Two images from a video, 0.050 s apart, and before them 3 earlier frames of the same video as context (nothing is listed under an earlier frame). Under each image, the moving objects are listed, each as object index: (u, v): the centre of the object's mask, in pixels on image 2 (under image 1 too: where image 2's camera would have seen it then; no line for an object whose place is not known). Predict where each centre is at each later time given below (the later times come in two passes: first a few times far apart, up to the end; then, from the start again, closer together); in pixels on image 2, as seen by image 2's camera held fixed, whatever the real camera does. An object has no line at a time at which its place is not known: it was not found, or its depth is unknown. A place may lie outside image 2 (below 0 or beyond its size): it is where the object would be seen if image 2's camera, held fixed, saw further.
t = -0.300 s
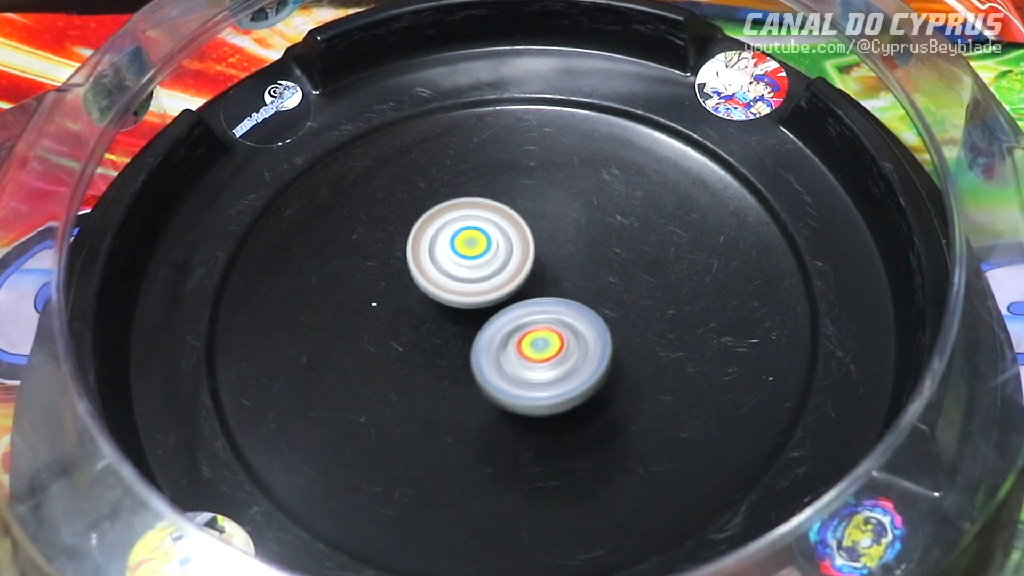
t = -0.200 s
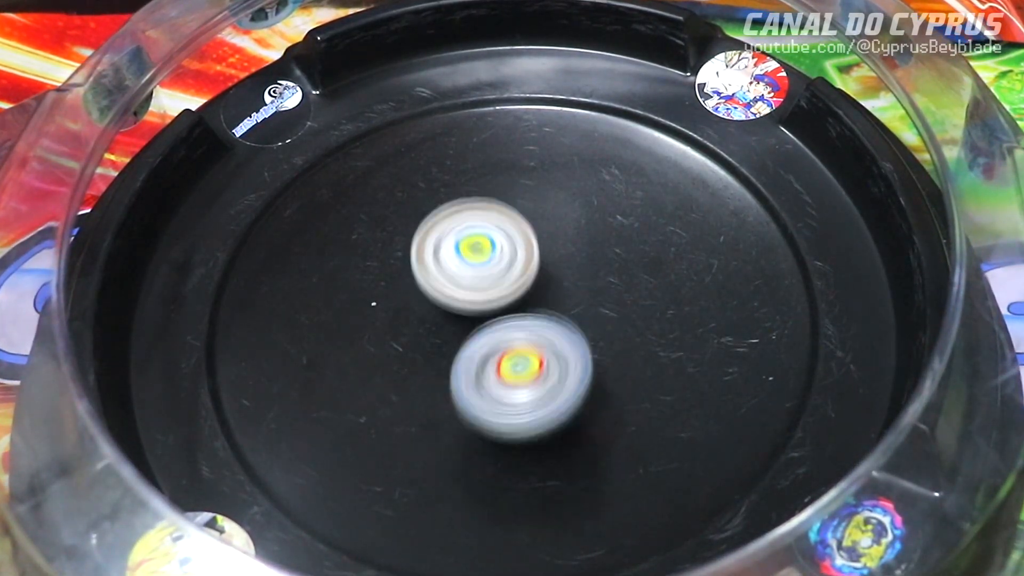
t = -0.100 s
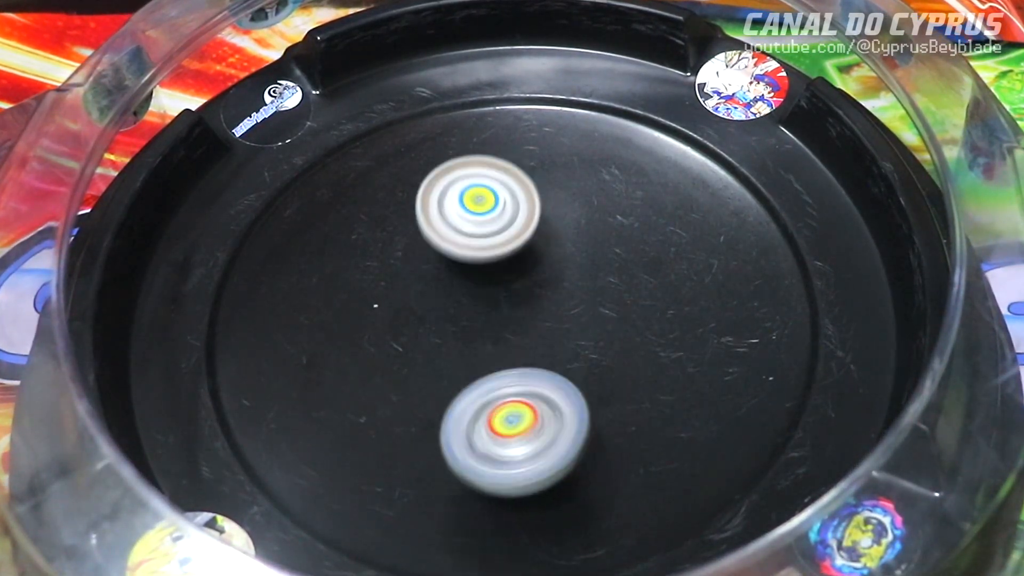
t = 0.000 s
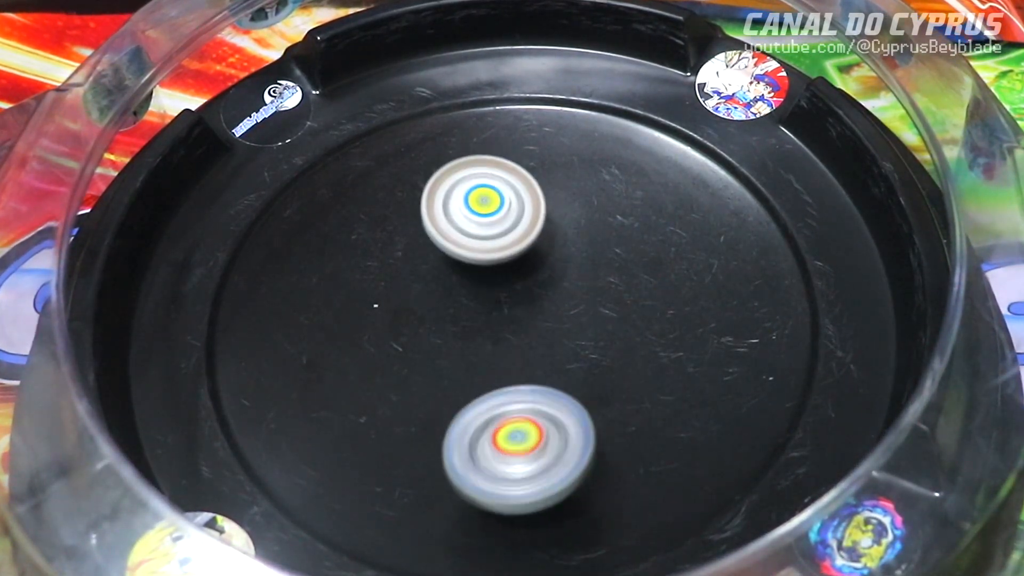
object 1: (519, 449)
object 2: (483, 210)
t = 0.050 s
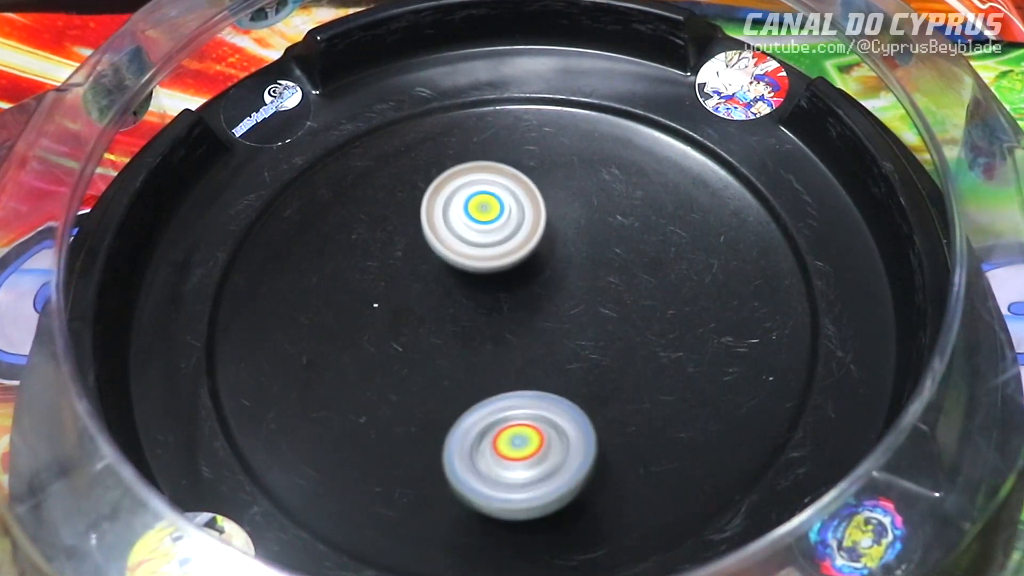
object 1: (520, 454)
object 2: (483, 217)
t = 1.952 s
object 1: (407, 262)
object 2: (568, 309)
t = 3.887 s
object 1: (568, 250)
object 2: (486, 346)
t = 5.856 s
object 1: (575, 290)
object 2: (429, 312)
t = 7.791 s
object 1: (555, 315)
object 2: (416, 309)
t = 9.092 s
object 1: (583, 309)
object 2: (437, 296)
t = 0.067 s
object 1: (521, 456)
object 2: (483, 219)
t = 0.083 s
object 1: (521, 457)
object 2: (483, 221)
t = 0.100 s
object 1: (522, 457)
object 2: (483, 224)
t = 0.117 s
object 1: (522, 457)
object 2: (483, 226)
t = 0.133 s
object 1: (523, 456)
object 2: (483, 229)
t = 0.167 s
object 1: (524, 453)
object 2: (484, 234)
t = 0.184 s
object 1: (524, 452)
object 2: (484, 237)
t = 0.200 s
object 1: (525, 449)
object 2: (484, 239)
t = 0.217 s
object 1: (525, 446)
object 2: (484, 242)
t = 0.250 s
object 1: (524, 440)
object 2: (485, 247)
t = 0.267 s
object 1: (523, 436)
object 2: (485, 249)
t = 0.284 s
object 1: (522, 432)
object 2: (485, 251)
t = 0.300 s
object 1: (520, 429)
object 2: (485, 254)
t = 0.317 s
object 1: (519, 425)
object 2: (485, 256)
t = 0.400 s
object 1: (509, 401)
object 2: (485, 262)
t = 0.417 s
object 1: (507, 397)
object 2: (485, 263)
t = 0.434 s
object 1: (505, 392)
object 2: (485, 263)
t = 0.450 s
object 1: (503, 388)
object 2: (485, 263)
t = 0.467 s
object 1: (500, 383)
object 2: (486, 263)
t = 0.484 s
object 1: (497, 378)
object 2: (486, 263)
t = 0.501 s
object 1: (494, 374)
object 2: (487, 263)
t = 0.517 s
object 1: (491, 371)
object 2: (488, 261)
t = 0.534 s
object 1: (488, 369)
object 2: (489, 259)
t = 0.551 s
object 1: (483, 371)
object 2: (493, 254)
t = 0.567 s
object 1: (476, 377)
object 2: (499, 242)
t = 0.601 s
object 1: (464, 385)
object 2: (510, 222)
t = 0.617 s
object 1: (460, 386)
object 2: (514, 215)
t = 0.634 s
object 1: (457, 386)
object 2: (518, 209)
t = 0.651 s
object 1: (454, 385)
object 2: (521, 206)
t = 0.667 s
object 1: (451, 383)
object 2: (524, 204)
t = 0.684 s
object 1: (448, 382)
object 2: (526, 203)
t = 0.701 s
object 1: (446, 380)
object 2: (527, 203)
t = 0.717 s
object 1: (444, 378)
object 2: (528, 204)
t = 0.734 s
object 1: (442, 376)
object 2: (528, 205)
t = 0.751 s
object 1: (440, 373)
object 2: (528, 207)
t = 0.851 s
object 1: (429, 357)
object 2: (525, 221)
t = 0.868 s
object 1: (427, 354)
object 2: (525, 223)
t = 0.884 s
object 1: (426, 352)
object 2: (524, 225)
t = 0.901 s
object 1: (425, 348)
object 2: (524, 226)
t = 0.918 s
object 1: (423, 345)
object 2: (524, 228)
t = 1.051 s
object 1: (417, 321)
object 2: (526, 245)
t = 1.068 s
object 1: (418, 317)
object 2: (526, 247)
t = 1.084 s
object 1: (415, 314)
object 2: (527, 249)
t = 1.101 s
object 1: (407, 313)
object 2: (534, 247)
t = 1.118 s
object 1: (399, 312)
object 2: (542, 245)
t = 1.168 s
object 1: (385, 308)
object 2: (561, 244)
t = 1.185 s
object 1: (383, 308)
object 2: (565, 245)
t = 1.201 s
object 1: (381, 306)
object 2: (567, 246)
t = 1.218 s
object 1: (378, 305)
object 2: (567, 247)
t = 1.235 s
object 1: (376, 304)
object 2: (568, 249)
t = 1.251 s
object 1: (375, 303)
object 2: (567, 251)
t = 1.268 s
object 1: (374, 302)
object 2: (567, 253)
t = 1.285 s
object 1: (373, 300)
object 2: (566, 254)
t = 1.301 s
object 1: (372, 299)
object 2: (565, 255)
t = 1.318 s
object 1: (371, 298)
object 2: (563, 257)
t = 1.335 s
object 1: (371, 297)
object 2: (562, 258)
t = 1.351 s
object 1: (371, 295)
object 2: (560, 260)
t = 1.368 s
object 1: (371, 294)
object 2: (558, 261)
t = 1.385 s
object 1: (371, 293)
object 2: (557, 262)
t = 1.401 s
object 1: (372, 292)
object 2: (555, 263)
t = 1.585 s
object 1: (391, 283)
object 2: (537, 275)
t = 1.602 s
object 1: (394, 282)
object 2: (536, 276)
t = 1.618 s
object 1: (397, 282)
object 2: (534, 276)
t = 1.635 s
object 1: (399, 281)
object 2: (535, 277)
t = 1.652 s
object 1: (399, 280)
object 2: (539, 278)
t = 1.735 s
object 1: (409, 274)
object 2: (543, 285)
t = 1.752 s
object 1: (410, 273)
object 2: (545, 287)
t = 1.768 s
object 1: (406, 271)
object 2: (552, 290)
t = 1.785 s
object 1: (404, 269)
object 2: (559, 293)
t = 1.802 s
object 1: (402, 267)
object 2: (565, 296)
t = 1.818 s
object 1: (401, 266)
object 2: (569, 299)
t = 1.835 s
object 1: (401, 265)
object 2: (571, 301)
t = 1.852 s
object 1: (402, 265)
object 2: (572, 304)
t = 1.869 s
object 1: (402, 264)
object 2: (572, 305)
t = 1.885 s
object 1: (402, 264)
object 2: (572, 307)
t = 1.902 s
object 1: (403, 264)
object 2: (571, 308)
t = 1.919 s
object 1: (405, 264)
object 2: (570, 309)
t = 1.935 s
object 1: (406, 263)
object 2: (569, 309)
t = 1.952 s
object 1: (407, 262)
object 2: (568, 309)
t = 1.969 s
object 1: (409, 262)
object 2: (566, 310)
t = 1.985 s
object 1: (411, 262)
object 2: (564, 310)
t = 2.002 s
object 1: (413, 261)
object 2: (562, 310)
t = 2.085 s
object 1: (425, 260)
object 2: (553, 309)
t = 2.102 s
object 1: (429, 260)
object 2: (551, 308)
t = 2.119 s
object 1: (431, 259)
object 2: (551, 310)
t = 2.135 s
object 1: (429, 256)
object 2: (556, 312)
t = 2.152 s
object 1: (429, 253)
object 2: (560, 315)
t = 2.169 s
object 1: (429, 252)
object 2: (563, 318)
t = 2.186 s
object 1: (429, 252)
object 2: (564, 319)
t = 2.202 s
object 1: (431, 251)
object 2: (565, 321)
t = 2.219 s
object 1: (432, 250)
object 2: (565, 322)
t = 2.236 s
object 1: (433, 250)
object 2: (565, 322)
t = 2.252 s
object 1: (436, 250)
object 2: (563, 322)
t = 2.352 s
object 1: (448, 248)
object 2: (553, 321)
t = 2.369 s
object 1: (451, 248)
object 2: (551, 320)
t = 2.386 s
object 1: (453, 244)
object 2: (551, 323)
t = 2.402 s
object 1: (453, 235)
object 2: (553, 333)
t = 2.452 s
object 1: (454, 218)
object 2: (558, 353)
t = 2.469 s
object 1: (454, 217)
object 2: (558, 356)
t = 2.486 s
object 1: (455, 214)
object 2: (557, 359)
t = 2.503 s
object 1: (455, 212)
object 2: (556, 360)
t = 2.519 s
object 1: (456, 212)
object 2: (554, 361)
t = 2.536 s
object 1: (457, 210)
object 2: (553, 361)
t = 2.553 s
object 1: (458, 209)
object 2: (551, 360)
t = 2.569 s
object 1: (459, 208)
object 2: (549, 359)
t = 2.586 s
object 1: (461, 208)
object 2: (548, 358)
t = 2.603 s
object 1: (462, 207)
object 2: (546, 356)
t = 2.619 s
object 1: (463, 207)
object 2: (545, 355)
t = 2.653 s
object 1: (466, 206)
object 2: (542, 351)
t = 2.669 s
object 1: (467, 206)
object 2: (541, 350)
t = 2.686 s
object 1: (468, 207)
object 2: (540, 349)
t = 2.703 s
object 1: (470, 207)
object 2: (539, 347)
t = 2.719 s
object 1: (471, 207)
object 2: (538, 345)
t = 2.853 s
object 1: (488, 217)
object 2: (534, 333)
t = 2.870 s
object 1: (490, 219)
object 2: (534, 331)
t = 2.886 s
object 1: (492, 221)
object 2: (534, 330)
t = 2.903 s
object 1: (495, 223)
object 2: (534, 328)
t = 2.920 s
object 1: (497, 224)
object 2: (534, 328)
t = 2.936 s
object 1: (501, 223)
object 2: (534, 330)
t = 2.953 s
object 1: (502, 221)
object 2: (535, 334)
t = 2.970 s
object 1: (505, 222)
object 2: (536, 336)
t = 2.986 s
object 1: (508, 222)
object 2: (536, 336)
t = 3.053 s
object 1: (516, 225)
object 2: (531, 337)
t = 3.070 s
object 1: (518, 227)
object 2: (530, 336)
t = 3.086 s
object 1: (521, 227)
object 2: (528, 336)
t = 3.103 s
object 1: (523, 225)
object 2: (527, 339)
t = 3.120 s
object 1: (526, 225)
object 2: (526, 341)
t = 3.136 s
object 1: (528, 224)
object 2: (524, 342)
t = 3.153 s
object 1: (529, 226)
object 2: (523, 343)
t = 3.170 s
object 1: (531, 226)
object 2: (522, 343)
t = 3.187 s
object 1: (532, 226)
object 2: (521, 343)
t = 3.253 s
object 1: (539, 229)
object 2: (517, 341)
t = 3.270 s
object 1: (541, 230)
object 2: (516, 340)
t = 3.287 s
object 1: (542, 231)
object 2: (515, 339)
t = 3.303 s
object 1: (545, 229)
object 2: (511, 345)
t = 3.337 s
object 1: (555, 223)
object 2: (499, 356)
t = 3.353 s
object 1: (556, 222)
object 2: (494, 361)
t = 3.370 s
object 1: (559, 221)
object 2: (488, 364)
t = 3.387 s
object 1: (559, 220)
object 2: (485, 365)
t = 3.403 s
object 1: (560, 221)
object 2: (481, 367)
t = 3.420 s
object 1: (562, 220)
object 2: (480, 367)
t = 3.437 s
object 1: (562, 220)
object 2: (480, 366)
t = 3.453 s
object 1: (563, 221)
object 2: (480, 364)
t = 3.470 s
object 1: (564, 221)
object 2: (479, 363)
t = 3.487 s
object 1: (564, 222)
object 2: (480, 363)
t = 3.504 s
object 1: (565, 223)
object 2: (481, 361)
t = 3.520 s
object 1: (565, 223)
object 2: (483, 359)
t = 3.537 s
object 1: (564, 224)
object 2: (483, 357)
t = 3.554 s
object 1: (565, 225)
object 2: (484, 357)
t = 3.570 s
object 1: (565, 226)
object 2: (486, 356)
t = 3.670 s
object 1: (563, 236)
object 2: (494, 346)
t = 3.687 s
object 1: (562, 239)
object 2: (494, 345)
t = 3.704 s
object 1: (562, 241)
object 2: (497, 344)
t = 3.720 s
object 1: (562, 243)
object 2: (496, 343)
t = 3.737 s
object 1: (565, 242)
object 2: (493, 346)
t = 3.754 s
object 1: (568, 242)
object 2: (490, 348)
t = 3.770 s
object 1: (570, 243)
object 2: (487, 350)
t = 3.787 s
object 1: (570, 244)
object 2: (485, 350)
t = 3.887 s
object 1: (568, 250)
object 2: (486, 346)
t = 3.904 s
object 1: (568, 251)
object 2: (487, 345)
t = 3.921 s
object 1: (567, 252)
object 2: (487, 344)
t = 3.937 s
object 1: (569, 251)
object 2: (485, 345)
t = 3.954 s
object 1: (572, 250)
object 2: (479, 349)
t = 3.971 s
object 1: (574, 249)
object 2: (473, 352)
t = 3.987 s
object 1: (574, 250)
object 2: (469, 354)
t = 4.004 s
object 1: (574, 251)
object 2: (465, 354)
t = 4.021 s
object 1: (573, 251)
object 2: (461, 355)
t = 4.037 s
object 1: (573, 253)
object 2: (459, 354)
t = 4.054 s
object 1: (573, 253)
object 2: (457, 353)
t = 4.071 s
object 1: (572, 253)
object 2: (455, 351)
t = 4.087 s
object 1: (571, 255)
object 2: (455, 350)
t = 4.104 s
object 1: (570, 255)
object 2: (455, 347)
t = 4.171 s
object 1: (565, 260)
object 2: (460, 337)
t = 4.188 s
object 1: (565, 261)
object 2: (460, 334)
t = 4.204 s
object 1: (569, 259)
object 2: (455, 336)
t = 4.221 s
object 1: (575, 257)
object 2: (449, 337)
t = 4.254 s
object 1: (579, 255)
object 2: (442, 338)
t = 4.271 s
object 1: (579, 255)
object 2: (439, 338)
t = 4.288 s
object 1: (578, 255)
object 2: (438, 338)
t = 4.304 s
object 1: (579, 254)
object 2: (438, 337)
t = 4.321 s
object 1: (579, 254)
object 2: (438, 336)
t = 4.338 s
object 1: (579, 255)
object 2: (438, 335)
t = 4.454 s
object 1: (576, 256)
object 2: (448, 327)
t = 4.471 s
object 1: (576, 256)
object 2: (450, 326)
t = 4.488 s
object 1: (574, 257)
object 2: (451, 326)
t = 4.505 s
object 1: (573, 257)
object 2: (452, 325)
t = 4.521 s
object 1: (572, 258)
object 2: (453, 324)
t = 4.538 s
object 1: (569, 259)
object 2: (455, 323)
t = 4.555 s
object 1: (570, 259)
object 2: (453, 323)
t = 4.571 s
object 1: (576, 256)
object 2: (445, 325)
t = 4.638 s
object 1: (581, 254)
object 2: (427, 327)
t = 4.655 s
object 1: (581, 253)
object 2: (425, 326)
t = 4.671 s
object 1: (582, 254)
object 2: (424, 325)
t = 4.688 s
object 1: (582, 254)
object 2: (425, 325)
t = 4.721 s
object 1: (580, 254)
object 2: (426, 322)
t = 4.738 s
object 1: (580, 253)
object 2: (428, 321)
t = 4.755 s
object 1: (580, 254)
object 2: (431, 320)
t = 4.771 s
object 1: (579, 255)
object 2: (432, 319)
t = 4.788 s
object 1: (578, 256)
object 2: (434, 319)
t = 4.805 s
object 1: (577, 256)
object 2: (438, 318)
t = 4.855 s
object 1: (574, 258)
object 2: (446, 316)
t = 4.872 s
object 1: (571, 259)
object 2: (449, 315)
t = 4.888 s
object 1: (571, 260)
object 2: (449, 314)
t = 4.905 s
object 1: (581, 259)
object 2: (439, 314)
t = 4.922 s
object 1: (595, 259)
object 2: (425, 314)
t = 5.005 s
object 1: (621, 259)
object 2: (385, 306)
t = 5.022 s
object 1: (621, 259)
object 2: (383, 305)
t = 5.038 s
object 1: (624, 258)
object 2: (384, 304)
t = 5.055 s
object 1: (624, 258)
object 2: (385, 303)
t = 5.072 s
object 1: (625, 259)
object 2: (385, 303)
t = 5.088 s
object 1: (625, 258)
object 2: (388, 303)
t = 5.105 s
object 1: (625, 259)
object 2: (391, 302)
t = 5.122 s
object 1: (626, 259)
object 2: (393, 303)
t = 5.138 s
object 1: (625, 260)
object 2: (397, 303)
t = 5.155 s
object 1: (625, 259)
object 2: (399, 303)
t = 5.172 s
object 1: (624, 260)
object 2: (403, 304)
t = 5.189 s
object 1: (625, 261)
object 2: (407, 303)
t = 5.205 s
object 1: (623, 262)
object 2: (410, 304)
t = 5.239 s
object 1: (620, 264)
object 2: (417, 304)
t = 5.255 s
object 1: (619, 266)
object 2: (420, 305)
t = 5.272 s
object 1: (615, 267)
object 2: (425, 306)
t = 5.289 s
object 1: (614, 268)
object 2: (427, 306)
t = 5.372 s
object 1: (599, 276)
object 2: (447, 306)
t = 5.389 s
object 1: (595, 278)
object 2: (452, 307)
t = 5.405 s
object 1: (592, 279)
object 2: (458, 306)
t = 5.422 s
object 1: (597, 280)
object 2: (453, 304)
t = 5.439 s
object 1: (608, 280)
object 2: (443, 304)
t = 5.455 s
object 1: (616, 280)
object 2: (433, 304)
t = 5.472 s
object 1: (622, 281)
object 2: (423, 303)
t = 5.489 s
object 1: (622, 282)
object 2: (417, 302)
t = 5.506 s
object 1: (622, 283)
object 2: (412, 300)
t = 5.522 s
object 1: (620, 282)
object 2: (408, 300)
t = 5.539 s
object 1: (621, 282)
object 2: (407, 298)
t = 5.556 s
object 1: (621, 281)
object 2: (406, 298)
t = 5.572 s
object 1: (621, 283)
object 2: (407, 298)
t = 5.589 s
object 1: (619, 283)
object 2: (408, 298)
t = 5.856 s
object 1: (575, 290)
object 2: (429, 312)
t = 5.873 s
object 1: (571, 291)
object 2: (430, 312)
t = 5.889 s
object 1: (568, 291)
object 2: (431, 313)
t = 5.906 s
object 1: (568, 291)
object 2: (427, 313)
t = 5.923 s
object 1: (571, 291)
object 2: (420, 315)
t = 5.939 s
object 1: (572, 291)
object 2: (416, 313)
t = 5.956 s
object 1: (573, 291)
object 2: (411, 312)
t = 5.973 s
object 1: (572, 291)
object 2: (409, 312)
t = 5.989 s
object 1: (571, 291)
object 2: (408, 310)
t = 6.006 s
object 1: (568, 291)
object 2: (408, 310)
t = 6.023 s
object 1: (567, 291)
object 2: (410, 310)
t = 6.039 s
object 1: (564, 290)
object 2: (410, 310)
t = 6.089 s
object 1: (556, 288)
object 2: (417, 310)
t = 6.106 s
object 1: (554, 288)
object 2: (419, 310)
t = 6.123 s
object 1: (553, 287)
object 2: (419, 310)
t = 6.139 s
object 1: (556, 287)
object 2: (415, 310)
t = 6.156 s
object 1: (560, 285)
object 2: (408, 310)
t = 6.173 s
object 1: (563, 285)
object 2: (407, 309)
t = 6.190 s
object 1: (562, 284)
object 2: (403, 309)
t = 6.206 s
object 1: (563, 284)
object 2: (403, 309)
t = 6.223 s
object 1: (561, 283)
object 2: (403, 308)
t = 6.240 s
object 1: (562, 282)
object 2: (404, 308)
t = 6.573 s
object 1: (553, 270)
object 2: (421, 311)
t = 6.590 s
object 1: (552, 270)
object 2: (422, 311)
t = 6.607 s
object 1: (551, 268)
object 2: (423, 311)
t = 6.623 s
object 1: (552, 268)
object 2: (424, 311)
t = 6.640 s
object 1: (553, 268)
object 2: (425, 311)
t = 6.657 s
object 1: (553, 269)
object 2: (425, 311)
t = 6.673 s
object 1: (553, 270)
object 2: (423, 311)
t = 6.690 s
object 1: (553, 270)
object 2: (423, 310)
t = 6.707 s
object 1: (554, 269)
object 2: (422, 309)
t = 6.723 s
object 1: (559, 269)
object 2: (416, 311)
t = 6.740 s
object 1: (563, 268)
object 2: (411, 309)
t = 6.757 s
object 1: (564, 268)
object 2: (408, 310)
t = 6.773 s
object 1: (566, 267)
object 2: (407, 308)
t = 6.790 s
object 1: (568, 267)
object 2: (407, 309)
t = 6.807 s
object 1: (570, 266)
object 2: (409, 308)
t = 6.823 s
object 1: (571, 267)
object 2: (409, 309)
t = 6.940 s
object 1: (576, 267)
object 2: (421, 311)
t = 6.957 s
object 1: (577, 268)
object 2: (421, 310)
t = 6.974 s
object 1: (576, 268)
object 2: (424, 312)
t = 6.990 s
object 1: (576, 269)
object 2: (424, 311)
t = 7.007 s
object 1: (575, 269)
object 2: (426, 312)
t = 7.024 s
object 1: (576, 270)
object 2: (427, 311)
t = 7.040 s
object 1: (575, 271)
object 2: (428, 313)
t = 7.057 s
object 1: (575, 272)
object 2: (430, 312)
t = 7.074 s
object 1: (572, 272)
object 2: (430, 313)
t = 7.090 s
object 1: (573, 273)
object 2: (432, 312)
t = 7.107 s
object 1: (571, 274)
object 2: (433, 314)
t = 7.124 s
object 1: (571, 275)
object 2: (435, 313)
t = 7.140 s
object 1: (569, 276)
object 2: (435, 315)
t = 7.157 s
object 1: (569, 277)
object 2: (438, 314)
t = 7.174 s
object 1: (568, 279)
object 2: (437, 315)
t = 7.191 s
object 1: (569, 280)
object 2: (437, 315)
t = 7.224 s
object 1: (568, 282)
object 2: (436, 314)
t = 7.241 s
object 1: (570, 284)
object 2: (430, 313)
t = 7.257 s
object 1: (573, 284)
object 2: (425, 312)
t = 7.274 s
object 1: (574, 287)
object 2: (422, 311)
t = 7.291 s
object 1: (573, 288)
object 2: (420, 310)
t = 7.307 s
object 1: (573, 289)
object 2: (420, 310)
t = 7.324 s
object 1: (572, 290)
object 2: (419, 309)
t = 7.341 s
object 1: (573, 291)
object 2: (421, 309)
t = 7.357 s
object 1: (571, 293)
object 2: (421, 310)
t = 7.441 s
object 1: (566, 298)
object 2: (424, 314)
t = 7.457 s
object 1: (564, 300)
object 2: (423, 315)
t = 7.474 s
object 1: (563, 300)
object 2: (424, 315)
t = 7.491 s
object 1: (562, 302)
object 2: (423, 315)
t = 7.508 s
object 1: (562, 303)
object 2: (421, 315)
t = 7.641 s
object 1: (557, 309)
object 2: (419, 313)
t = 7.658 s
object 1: (559, 309)
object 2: (416, 313)
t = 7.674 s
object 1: (559, 311)
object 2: (415, 312)
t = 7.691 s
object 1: (558, 312)
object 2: (414, 311)
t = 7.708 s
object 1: (555, 312)
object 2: (415, 310)
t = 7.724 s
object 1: (554, 311)
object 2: (416, 309)
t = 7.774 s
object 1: (555, 314)
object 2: (417, 309)
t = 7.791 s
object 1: (555, 315)
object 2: (416, 309)
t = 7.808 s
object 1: (554, 315)
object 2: (416, 308)
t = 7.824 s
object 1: (556, 314)
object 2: (415, 307)
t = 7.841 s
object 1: (558, 315)
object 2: (414, 306)
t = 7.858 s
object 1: (557, 317)
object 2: (415, 306)
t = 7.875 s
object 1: (556, 316)
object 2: (415, 306)
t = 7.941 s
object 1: (558, 316)
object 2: (421, 307)
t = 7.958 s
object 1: (558, 317)
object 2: (422, 307)
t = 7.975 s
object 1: (558, 318)
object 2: (422, 306)
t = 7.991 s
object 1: (560, 319)
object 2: (421, 305)
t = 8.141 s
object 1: (568, 323)
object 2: (423, 301)
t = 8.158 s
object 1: (568, 323)
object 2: (425, 301)
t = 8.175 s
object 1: (570, 322)
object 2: (425, 301)
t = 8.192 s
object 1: (570, 322)
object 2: (427, 301)
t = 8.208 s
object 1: (572, 323)
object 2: (428, 302)
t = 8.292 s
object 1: (573, 322)
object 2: (438, 304)
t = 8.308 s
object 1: (576, 323)
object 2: (440, 306)
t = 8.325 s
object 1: (580, 325)
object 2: (440, 305)
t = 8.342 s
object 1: (580, 325)
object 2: (442, 304)
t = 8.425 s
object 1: (592, 328)
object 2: (443, 298)
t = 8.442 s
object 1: (593, 328)
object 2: (443, 298)
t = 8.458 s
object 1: (593, 328)
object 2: (445, 297)
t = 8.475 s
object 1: (595, 327)
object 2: (446, 299)
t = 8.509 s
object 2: (448, 301)
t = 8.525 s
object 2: (446, 302)
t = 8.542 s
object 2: (447, 302)
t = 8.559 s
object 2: (447, 302)
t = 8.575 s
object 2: (447, 302)
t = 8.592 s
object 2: (448, 303)
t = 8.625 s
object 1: (596, 328)
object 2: (449, 304)
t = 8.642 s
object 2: (449, 305)
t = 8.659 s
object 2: (450, 306)
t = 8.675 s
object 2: (450, 306)
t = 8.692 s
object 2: (450, 306)
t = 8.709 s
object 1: (593, 325)
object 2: (450, 307)
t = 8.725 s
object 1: (592, 325)
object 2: (451, 307)
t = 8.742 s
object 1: (589, 324)
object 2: (451, 308)
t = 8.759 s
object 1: (588, 323)
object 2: (451, 308)
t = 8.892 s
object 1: (583, 319)
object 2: (446, 303)
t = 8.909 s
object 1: (581, 319)
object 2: (445, 303)
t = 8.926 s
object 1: (580, 318)
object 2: (444, 303)
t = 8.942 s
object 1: (580, 317)
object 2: (444, 302)
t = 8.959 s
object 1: (581, 316)
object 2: (443, 301)
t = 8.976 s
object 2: (440, 300)
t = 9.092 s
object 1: (583, 309)
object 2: (437, 296)
